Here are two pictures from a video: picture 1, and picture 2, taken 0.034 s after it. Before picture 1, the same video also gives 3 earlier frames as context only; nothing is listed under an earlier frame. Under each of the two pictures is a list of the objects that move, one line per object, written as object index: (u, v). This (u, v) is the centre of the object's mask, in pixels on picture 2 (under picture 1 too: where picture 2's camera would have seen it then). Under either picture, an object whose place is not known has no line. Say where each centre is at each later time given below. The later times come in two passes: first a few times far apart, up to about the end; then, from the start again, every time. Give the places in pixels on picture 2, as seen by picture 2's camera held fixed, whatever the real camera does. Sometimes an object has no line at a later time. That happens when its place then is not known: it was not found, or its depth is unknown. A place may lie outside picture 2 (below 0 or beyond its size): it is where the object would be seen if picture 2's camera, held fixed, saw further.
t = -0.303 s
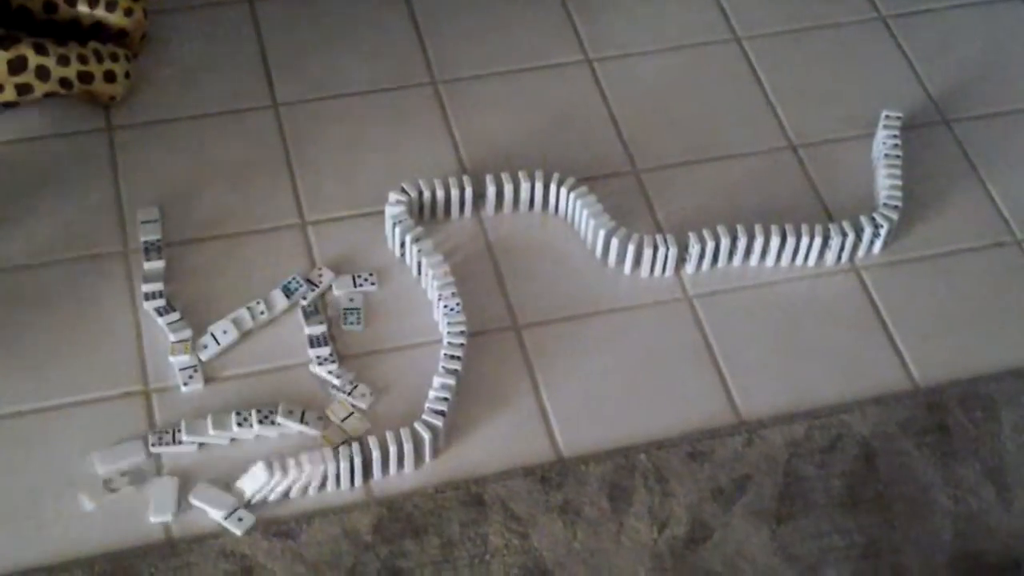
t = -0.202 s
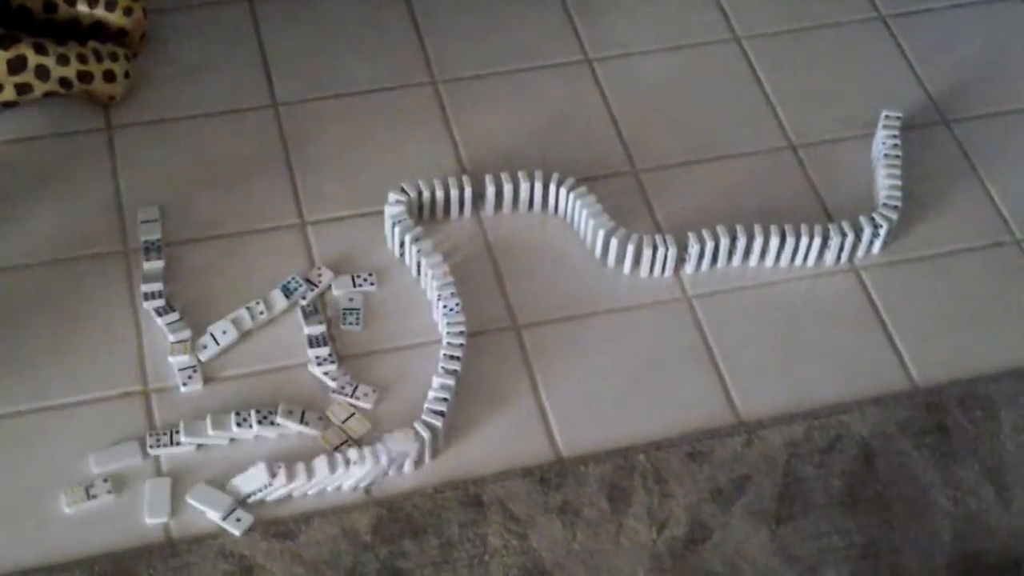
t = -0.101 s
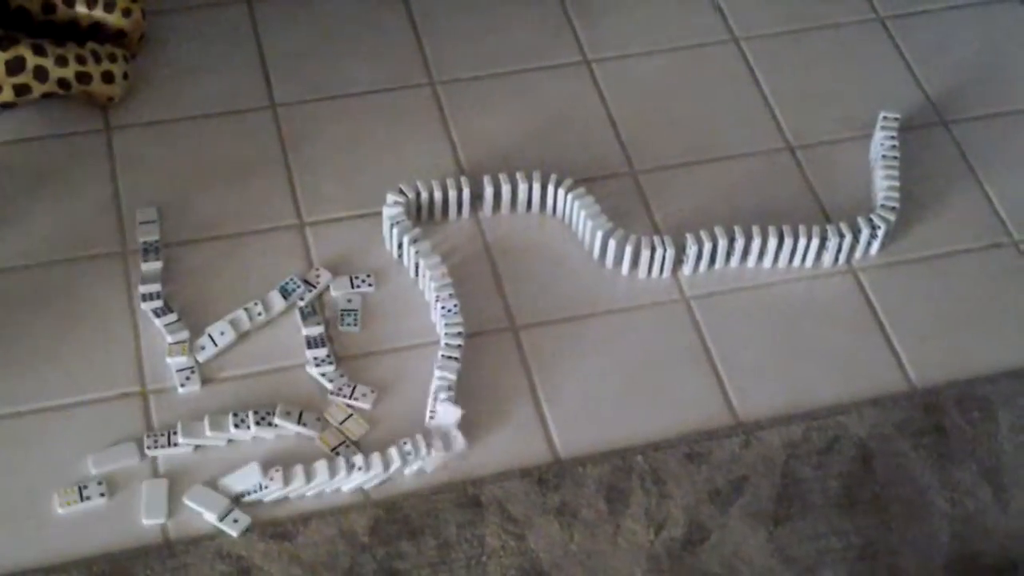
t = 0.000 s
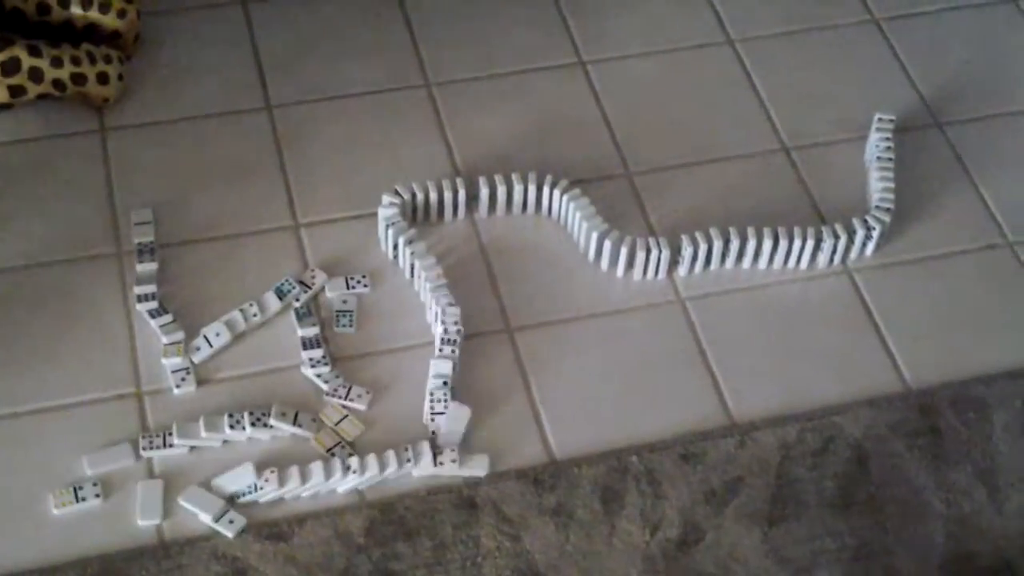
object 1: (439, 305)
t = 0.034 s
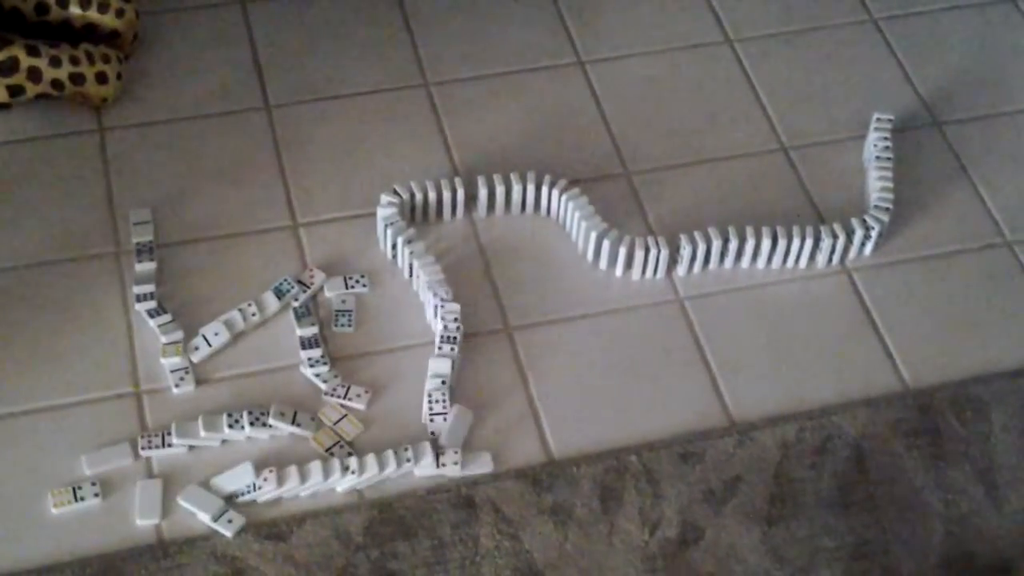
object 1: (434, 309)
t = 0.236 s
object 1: (440, 293)
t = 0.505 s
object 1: (440, 295)
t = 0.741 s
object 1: (441, 297)
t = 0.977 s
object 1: (441, 299)
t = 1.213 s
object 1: (440, 298)
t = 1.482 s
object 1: (440, 298)
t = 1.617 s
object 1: (440, 298)
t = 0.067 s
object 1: (436, 298)
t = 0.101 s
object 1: (437, 291)
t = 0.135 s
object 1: (438, 290)
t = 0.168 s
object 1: (439, 291)
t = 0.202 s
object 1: (440, 292)
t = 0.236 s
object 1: (440, 293)
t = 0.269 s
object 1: (441, 294)
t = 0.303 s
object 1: (441, 294)
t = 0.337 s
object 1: (441, 294)
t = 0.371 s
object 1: (441, 294)
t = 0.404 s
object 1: (441, 294)
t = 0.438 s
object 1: (441, 295)
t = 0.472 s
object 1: (441, 295)
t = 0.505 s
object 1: (440, 295)
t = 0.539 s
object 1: (441, 296)
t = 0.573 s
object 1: (441, 297)
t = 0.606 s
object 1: (441, 298)
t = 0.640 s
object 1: (441, 297)
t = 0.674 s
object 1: (441, 297)
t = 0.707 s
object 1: (441, 297)
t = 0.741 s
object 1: (441, 297)
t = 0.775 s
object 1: (441, 297)
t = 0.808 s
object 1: (441, 298)
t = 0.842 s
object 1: (441, 298)
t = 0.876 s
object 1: (441, 298)
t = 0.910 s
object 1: (441, 298)
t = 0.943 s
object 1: (441, 298)
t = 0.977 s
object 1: (441, 299)
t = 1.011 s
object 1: (441, 298)
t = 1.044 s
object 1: (441, 298)
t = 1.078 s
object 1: (441, 298)
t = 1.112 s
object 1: (441, 299)
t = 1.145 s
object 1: (441, 299)
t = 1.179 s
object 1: (441, 299)
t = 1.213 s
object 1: (440, 298)
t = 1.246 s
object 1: (441, 298)
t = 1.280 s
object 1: (441, 298)
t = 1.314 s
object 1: (440, 298)
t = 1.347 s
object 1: (440, 298)
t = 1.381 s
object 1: (440, 298)
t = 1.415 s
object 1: (440, 298)
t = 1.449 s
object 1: (440, 298)
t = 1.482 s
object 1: (440, 298)
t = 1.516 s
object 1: (440, 298)
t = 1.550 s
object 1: (440, 298)
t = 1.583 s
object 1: (440, 298)
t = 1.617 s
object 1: (440, 298)
